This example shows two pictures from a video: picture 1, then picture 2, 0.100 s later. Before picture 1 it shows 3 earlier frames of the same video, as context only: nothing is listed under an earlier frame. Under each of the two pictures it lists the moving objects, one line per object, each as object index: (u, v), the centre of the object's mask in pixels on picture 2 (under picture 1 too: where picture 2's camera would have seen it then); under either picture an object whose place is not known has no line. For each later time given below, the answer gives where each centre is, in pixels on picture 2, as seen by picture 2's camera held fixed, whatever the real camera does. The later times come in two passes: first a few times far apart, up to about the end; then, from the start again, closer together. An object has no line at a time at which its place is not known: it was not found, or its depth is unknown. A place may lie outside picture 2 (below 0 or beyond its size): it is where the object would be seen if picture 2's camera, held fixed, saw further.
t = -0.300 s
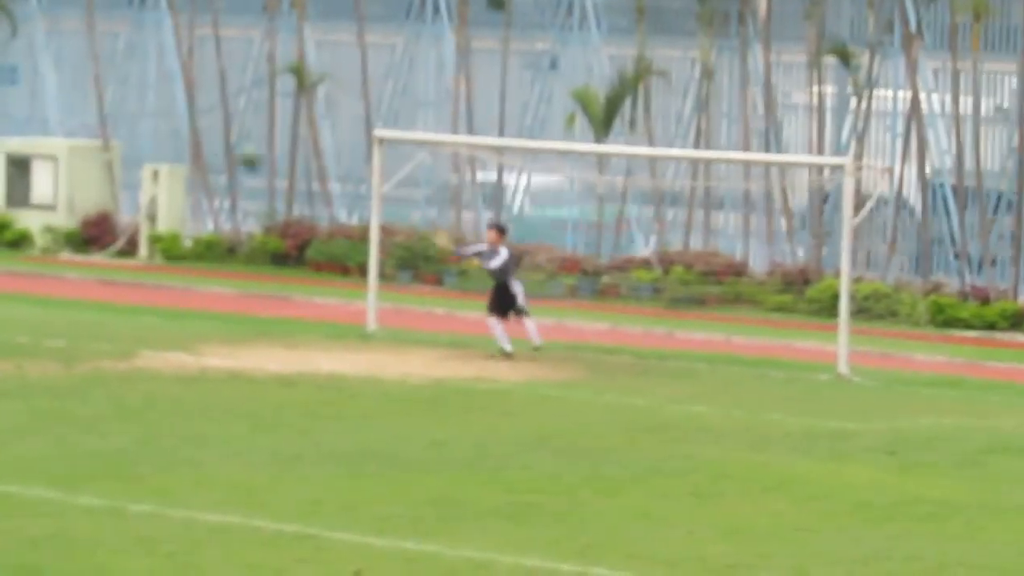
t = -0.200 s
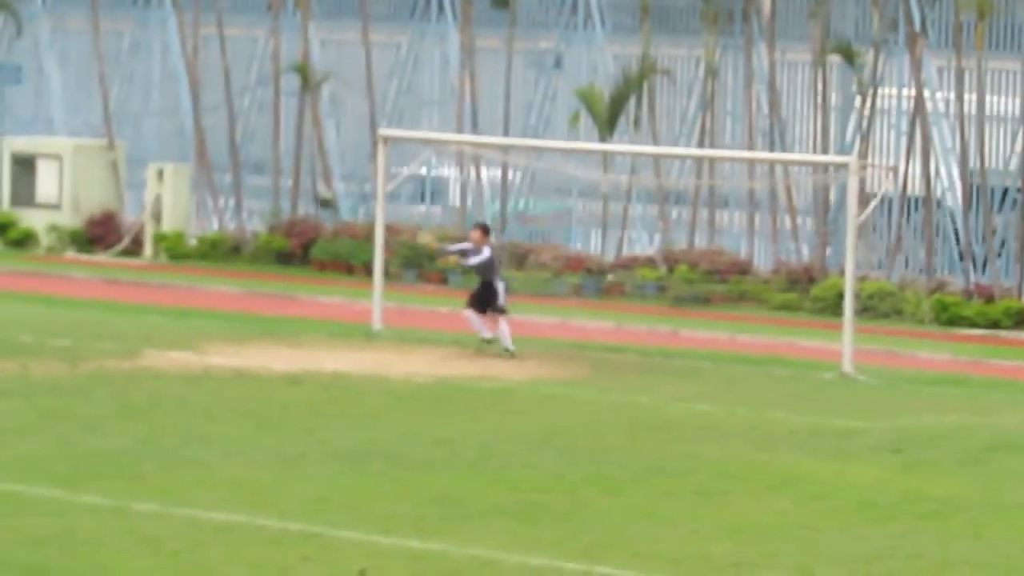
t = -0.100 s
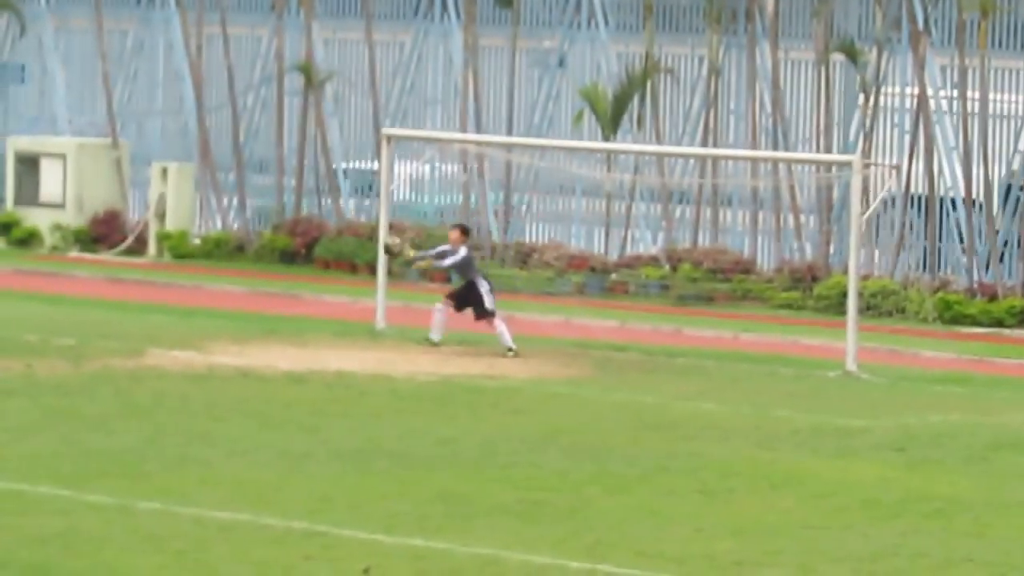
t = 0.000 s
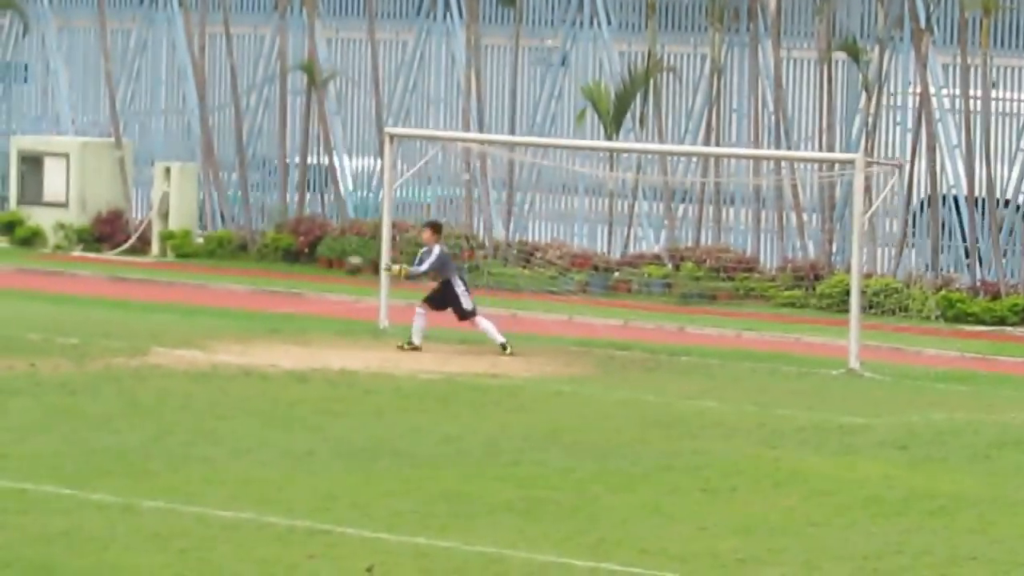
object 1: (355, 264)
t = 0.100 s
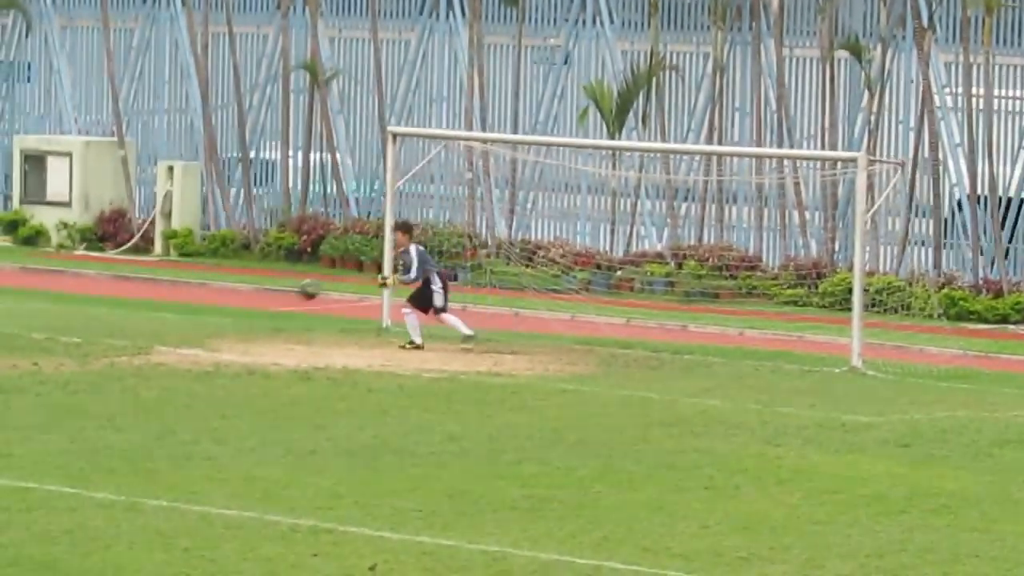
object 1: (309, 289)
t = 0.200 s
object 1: (262, 324)
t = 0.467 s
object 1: (179, 267)
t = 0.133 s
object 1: (294, 301)
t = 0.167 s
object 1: (277, 313)
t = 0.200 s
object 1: (262, 324)
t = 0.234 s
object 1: (248, 333)
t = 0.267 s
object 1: (237, 321)
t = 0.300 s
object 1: (228, 308)
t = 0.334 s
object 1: (218, 298)
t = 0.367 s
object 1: (208, 289)
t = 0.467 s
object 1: (179, 267)
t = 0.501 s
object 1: (171, 262)
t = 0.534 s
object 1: (161, 257)
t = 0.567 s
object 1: (153, 254)
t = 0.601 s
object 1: (145, 251)
